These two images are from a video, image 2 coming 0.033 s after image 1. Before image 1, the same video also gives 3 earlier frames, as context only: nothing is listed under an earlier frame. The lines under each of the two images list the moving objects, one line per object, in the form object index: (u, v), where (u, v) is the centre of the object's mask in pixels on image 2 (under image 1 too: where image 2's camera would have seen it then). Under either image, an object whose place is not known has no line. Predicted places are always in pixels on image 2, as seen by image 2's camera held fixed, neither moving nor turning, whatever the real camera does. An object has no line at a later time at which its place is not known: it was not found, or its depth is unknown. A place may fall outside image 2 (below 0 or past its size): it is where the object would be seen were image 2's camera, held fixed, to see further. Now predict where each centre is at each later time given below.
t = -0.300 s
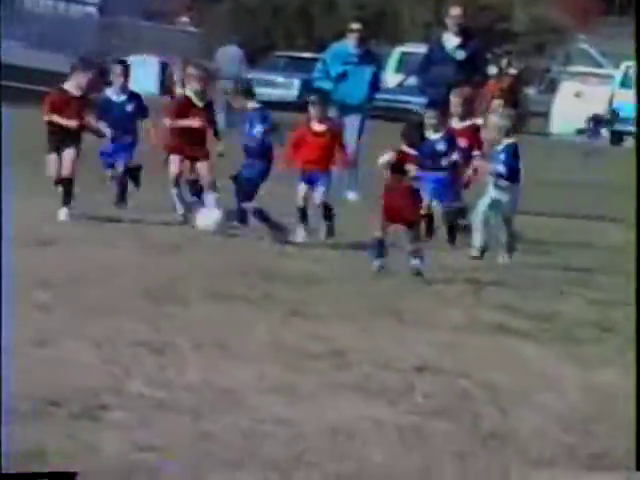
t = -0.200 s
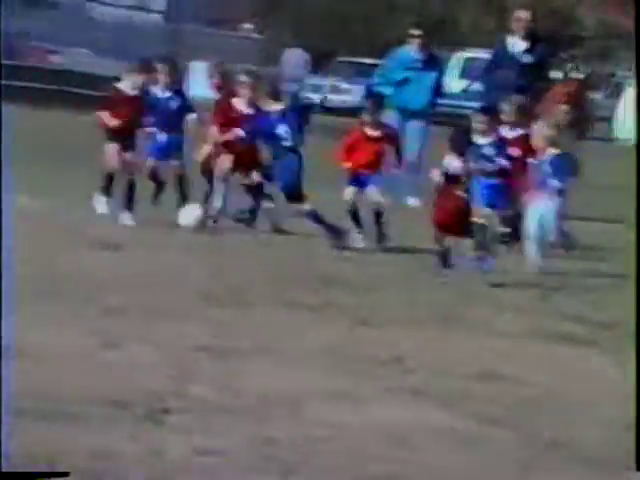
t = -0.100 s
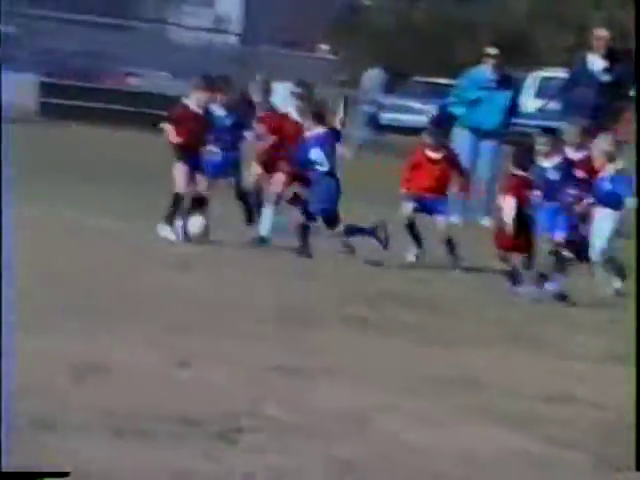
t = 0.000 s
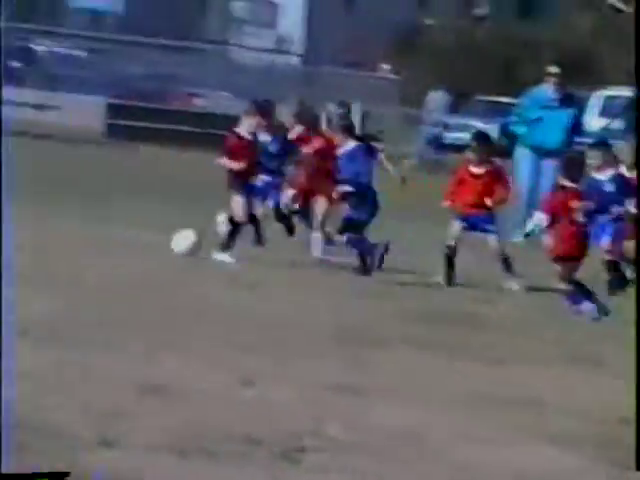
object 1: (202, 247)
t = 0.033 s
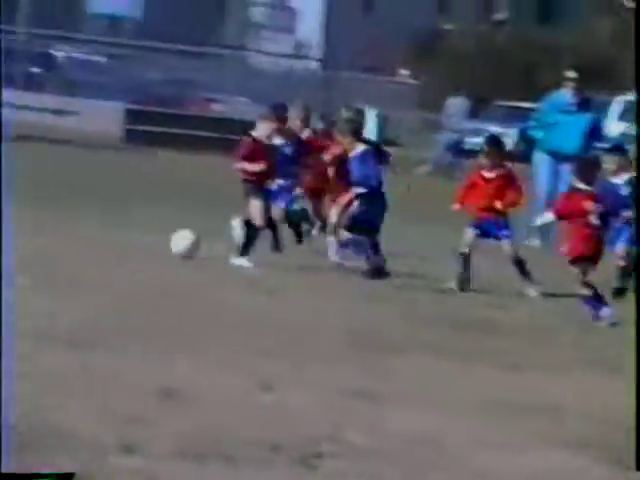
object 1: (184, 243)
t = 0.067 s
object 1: (165, 241)
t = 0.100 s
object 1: (146, 240)
